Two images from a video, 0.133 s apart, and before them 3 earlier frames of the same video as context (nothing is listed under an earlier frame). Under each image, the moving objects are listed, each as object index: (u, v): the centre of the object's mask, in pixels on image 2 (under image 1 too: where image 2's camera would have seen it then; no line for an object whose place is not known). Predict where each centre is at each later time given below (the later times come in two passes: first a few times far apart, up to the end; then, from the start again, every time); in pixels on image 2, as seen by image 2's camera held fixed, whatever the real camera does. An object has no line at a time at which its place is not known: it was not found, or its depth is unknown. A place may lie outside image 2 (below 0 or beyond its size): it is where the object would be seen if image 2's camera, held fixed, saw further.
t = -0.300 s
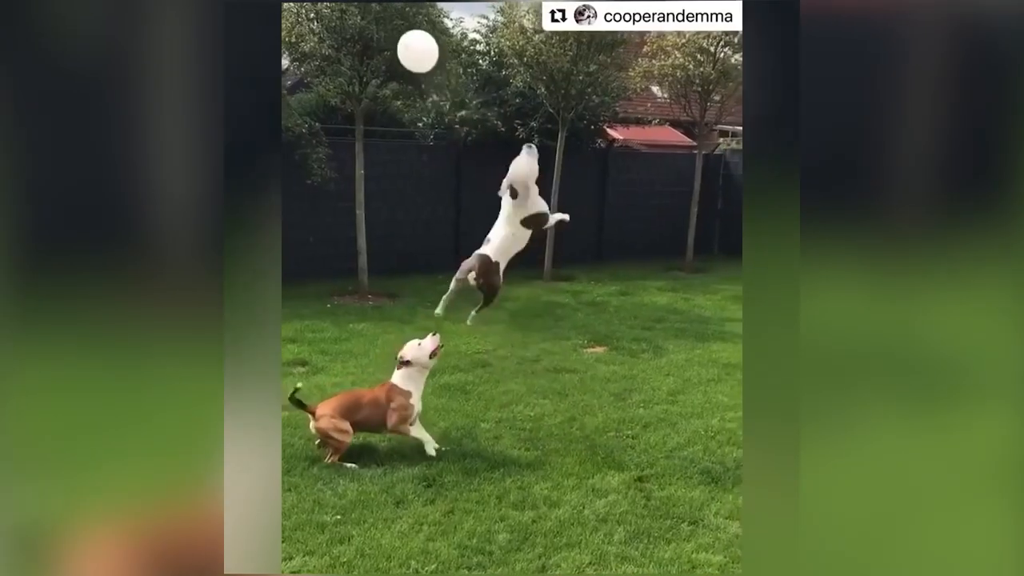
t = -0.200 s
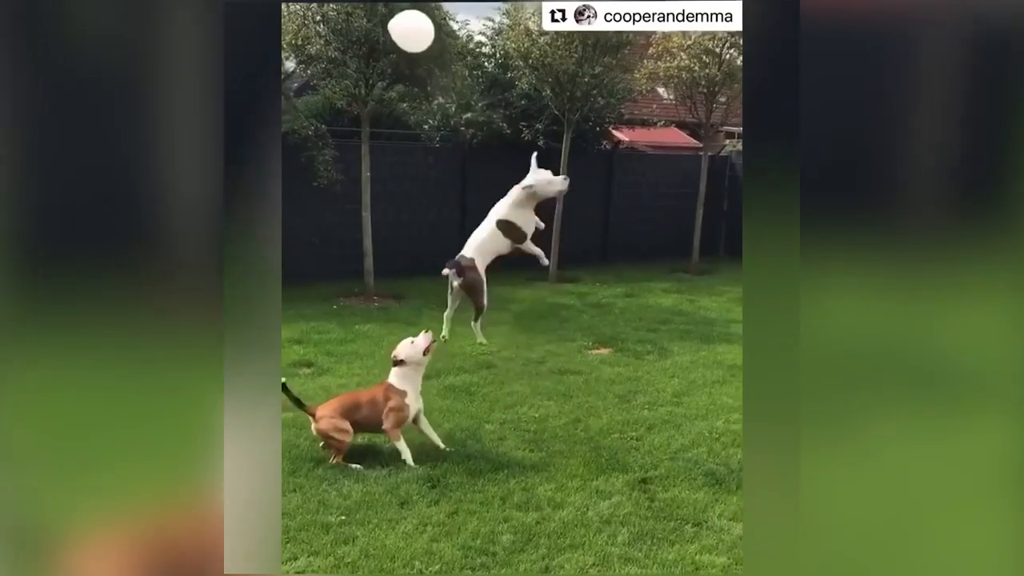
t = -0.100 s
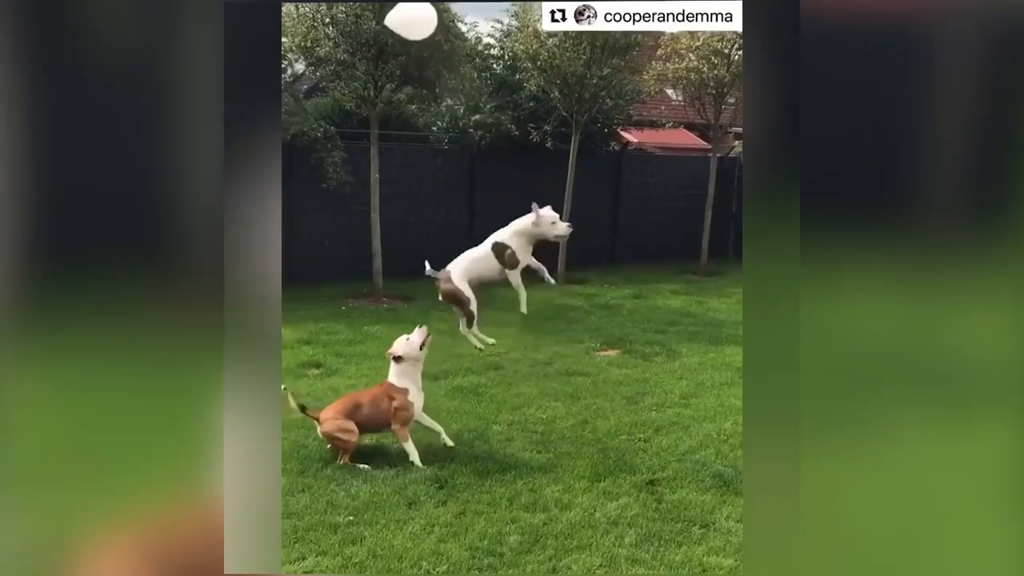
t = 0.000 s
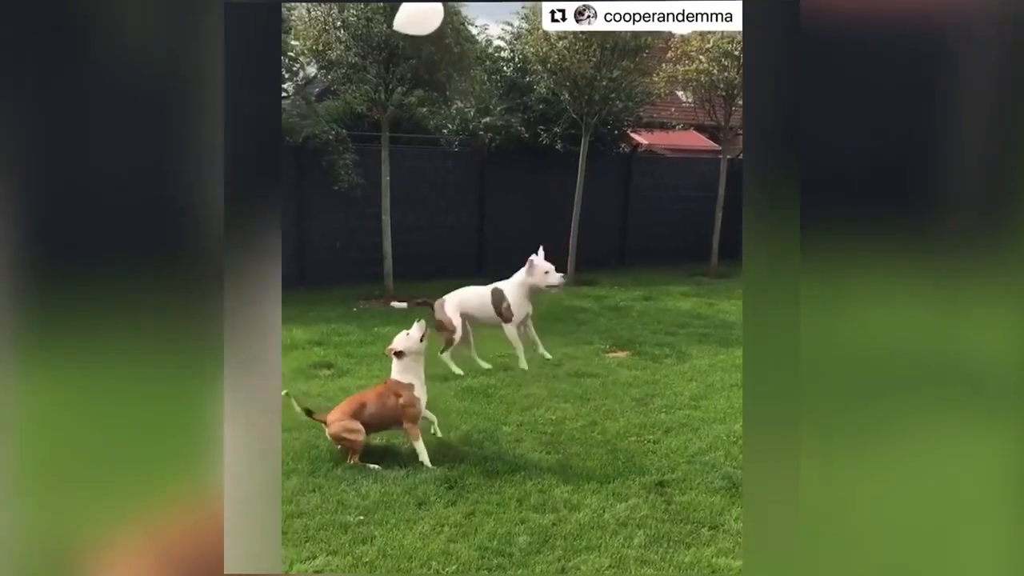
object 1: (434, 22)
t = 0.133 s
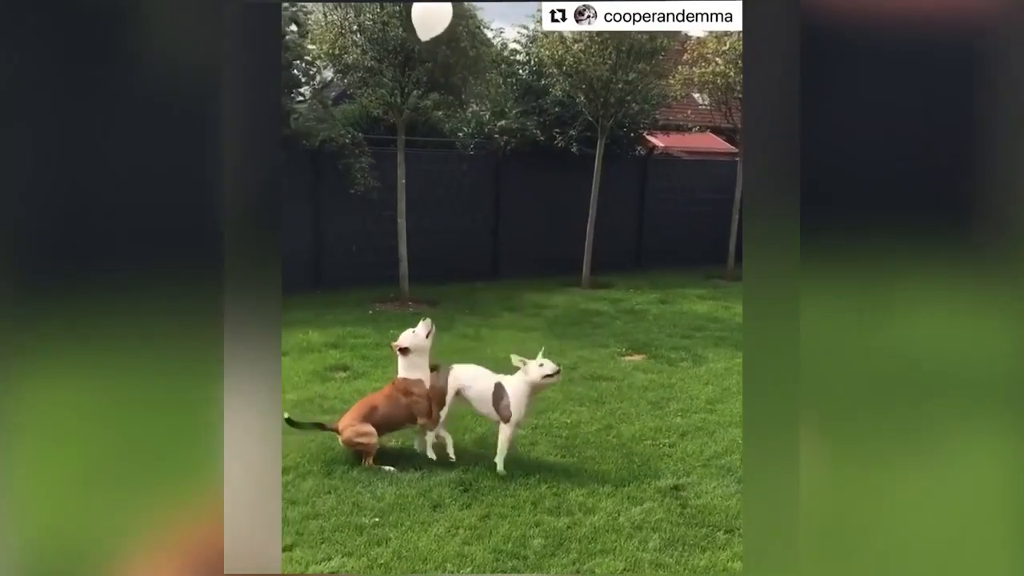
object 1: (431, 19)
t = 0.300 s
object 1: (426, 20)
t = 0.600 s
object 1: (418, 48)
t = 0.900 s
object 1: (419, 96)
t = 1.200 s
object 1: (421, 159)
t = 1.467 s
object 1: (402, 218)
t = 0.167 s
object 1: (430, 18)
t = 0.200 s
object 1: (429, 18)
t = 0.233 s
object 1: (428, 18)
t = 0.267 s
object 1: (427, 19)
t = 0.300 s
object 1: (426, 20)
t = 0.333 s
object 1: (425, 21)
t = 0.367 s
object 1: (424, 24)
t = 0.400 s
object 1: (423, 27)
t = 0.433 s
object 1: (422, 29)
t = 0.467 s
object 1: (422, 33)
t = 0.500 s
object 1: (420, 36)
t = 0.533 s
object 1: (419, 40)
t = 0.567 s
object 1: (418, 44)
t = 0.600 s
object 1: (418, 48)
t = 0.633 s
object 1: (417, 53)
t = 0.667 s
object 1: (416, 58)
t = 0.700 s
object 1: (416, 62)
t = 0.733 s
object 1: (416, 67)
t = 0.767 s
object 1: (417, 73)
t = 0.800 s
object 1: (417, 78)
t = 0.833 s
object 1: (418, 84)
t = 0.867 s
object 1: (419, 90)
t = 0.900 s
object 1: (419, 96)
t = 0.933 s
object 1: (420, 102)
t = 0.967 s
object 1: (421, 109)
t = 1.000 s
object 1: (422, 115)
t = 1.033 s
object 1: (423, 122)
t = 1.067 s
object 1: (423, 129)
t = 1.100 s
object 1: (423, 136)
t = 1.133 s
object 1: (423, 144)
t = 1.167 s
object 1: (422, 151)
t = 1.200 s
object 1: (421, 159)
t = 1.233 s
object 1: (420, 166)
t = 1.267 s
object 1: (419, 174)
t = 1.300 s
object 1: (417, 181)
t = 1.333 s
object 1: (415, 189)
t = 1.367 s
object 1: (413, 197)
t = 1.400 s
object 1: (409, 204)
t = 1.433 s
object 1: (406, 211)
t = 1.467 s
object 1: (402, 218)
